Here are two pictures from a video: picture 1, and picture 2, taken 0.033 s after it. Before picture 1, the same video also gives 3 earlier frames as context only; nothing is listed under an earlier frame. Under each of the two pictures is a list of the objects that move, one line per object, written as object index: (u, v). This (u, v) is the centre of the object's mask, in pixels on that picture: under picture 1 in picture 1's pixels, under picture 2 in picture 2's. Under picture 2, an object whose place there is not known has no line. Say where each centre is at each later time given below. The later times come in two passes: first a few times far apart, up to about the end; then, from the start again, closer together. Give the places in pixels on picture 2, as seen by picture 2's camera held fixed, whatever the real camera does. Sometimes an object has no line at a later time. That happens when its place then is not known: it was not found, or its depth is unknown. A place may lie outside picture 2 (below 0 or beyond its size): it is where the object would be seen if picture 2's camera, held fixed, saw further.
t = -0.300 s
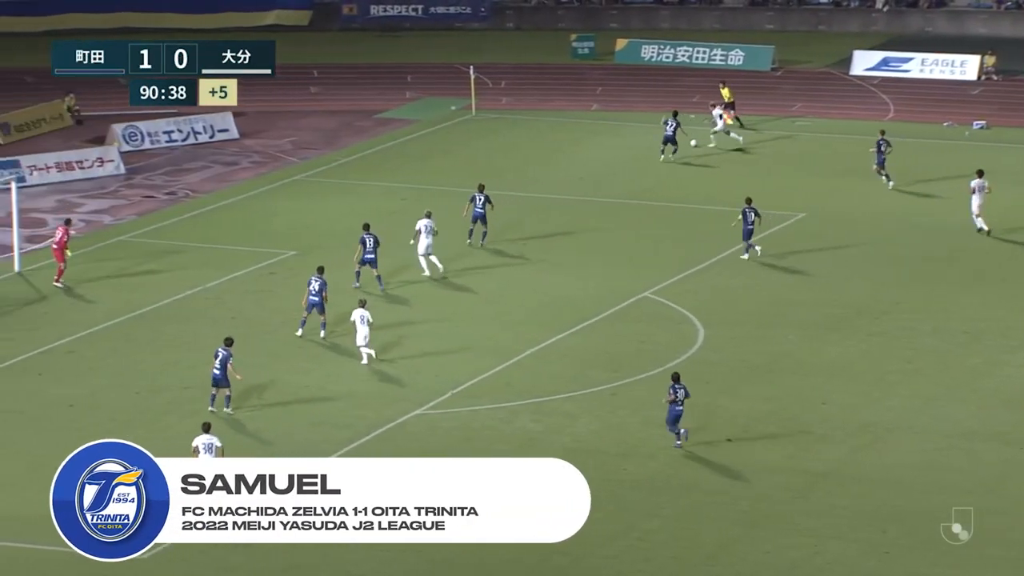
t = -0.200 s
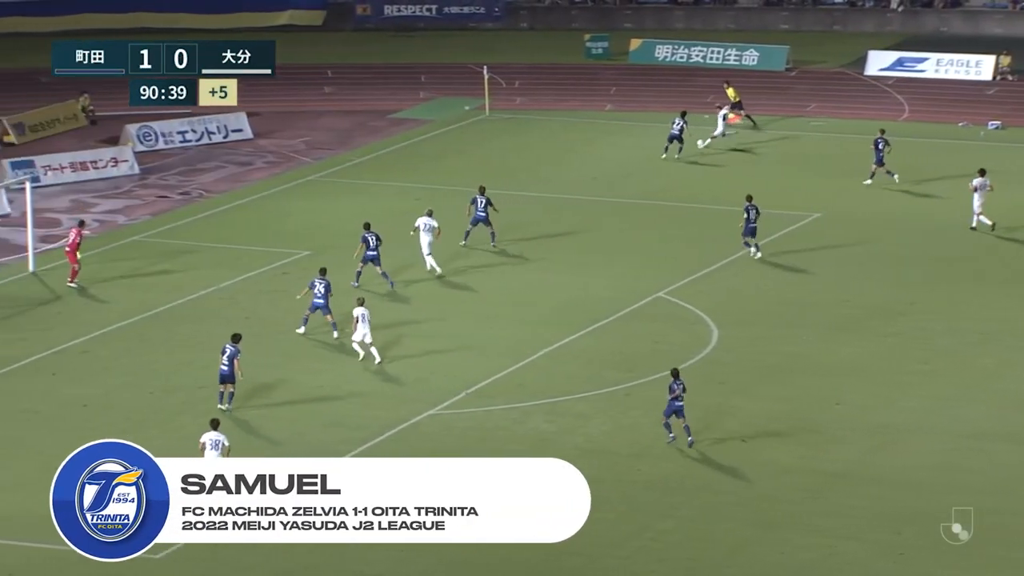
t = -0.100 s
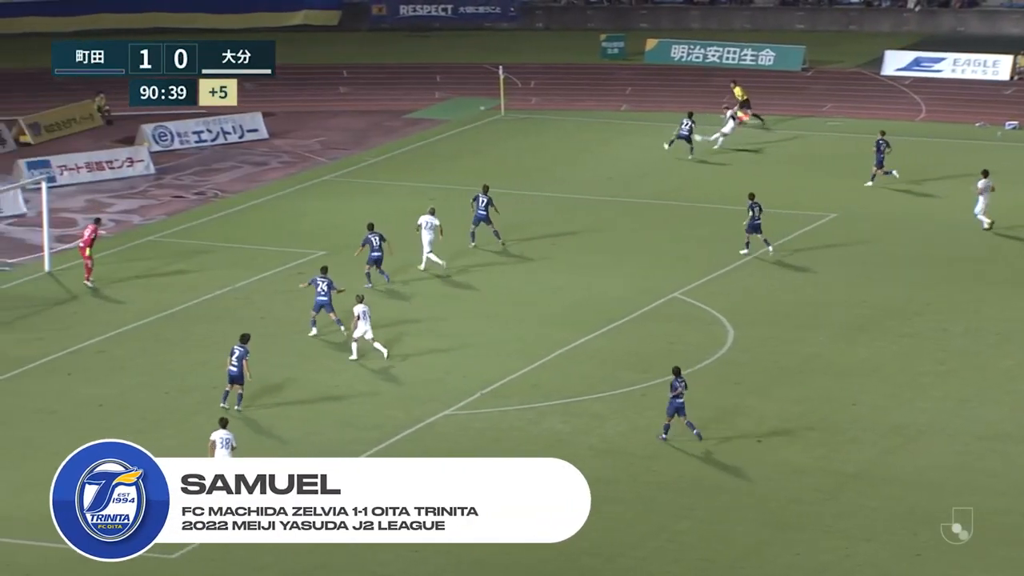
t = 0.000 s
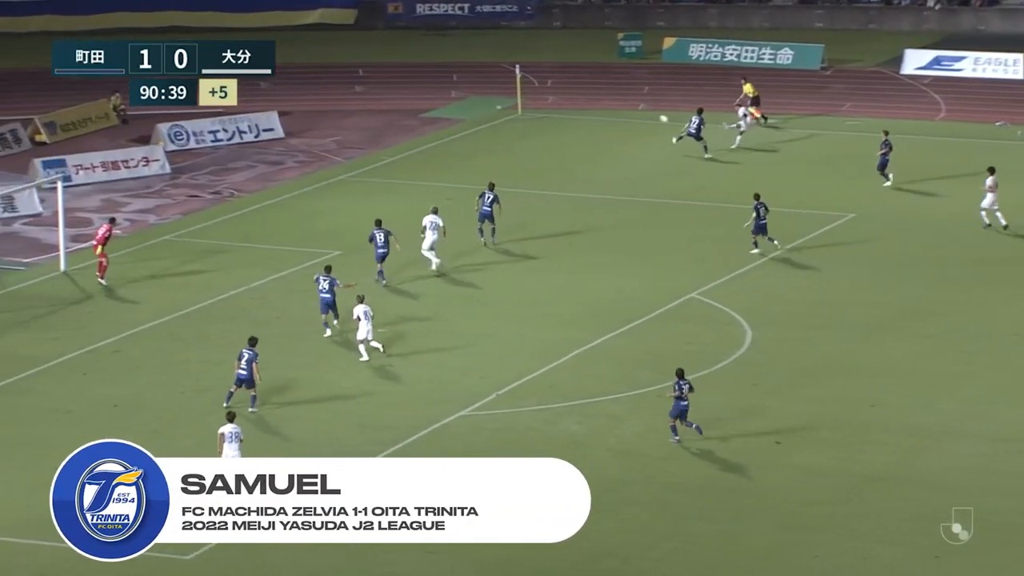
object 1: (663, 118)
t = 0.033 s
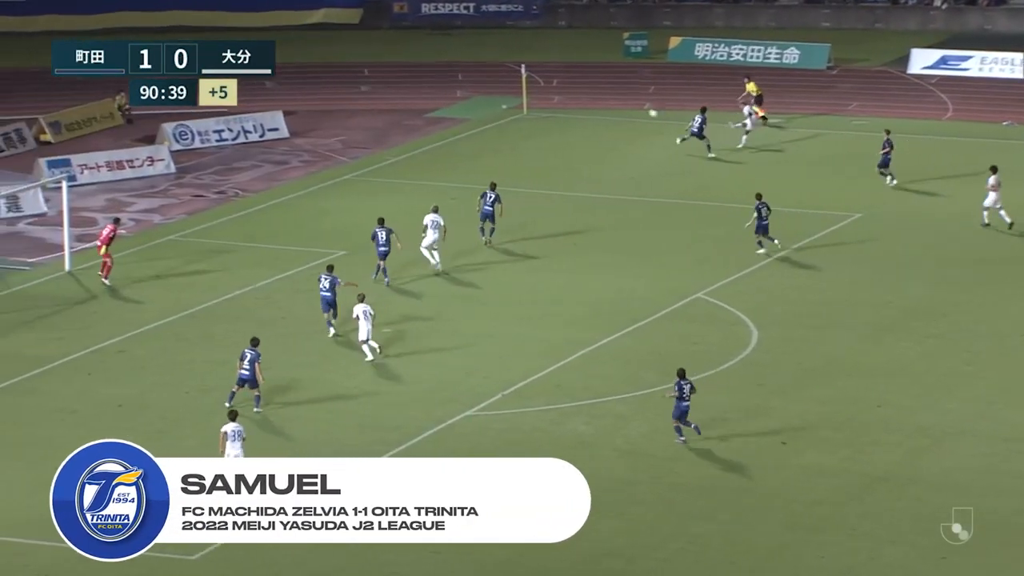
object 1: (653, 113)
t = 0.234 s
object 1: (558, 90)
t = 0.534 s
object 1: (432, 86)
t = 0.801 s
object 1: (334, 115)
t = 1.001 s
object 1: (267, 158)
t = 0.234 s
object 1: (558, 90)
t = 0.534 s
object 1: (432, 86)
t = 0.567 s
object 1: (419, 88)
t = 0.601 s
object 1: (406, 91)
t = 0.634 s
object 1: (394, 93)
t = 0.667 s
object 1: (381, 97)
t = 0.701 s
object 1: (369, 101)
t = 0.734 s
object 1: (357, 105)
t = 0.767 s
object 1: (346, 110)
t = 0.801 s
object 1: (334, 115)
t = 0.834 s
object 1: (322, 121)
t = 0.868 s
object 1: (311, 127)
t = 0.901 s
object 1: (300, 134)
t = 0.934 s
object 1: (288, 142)
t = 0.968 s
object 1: (277, 149)
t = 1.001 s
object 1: (267, 158)
